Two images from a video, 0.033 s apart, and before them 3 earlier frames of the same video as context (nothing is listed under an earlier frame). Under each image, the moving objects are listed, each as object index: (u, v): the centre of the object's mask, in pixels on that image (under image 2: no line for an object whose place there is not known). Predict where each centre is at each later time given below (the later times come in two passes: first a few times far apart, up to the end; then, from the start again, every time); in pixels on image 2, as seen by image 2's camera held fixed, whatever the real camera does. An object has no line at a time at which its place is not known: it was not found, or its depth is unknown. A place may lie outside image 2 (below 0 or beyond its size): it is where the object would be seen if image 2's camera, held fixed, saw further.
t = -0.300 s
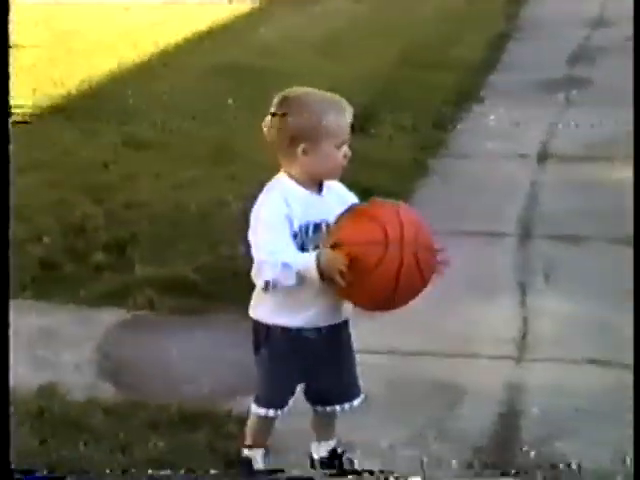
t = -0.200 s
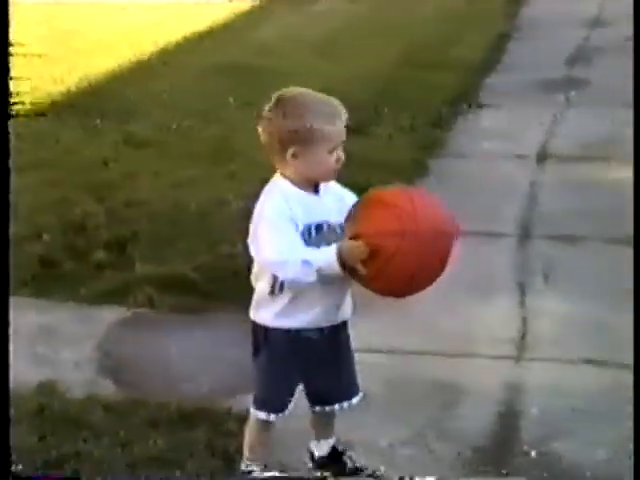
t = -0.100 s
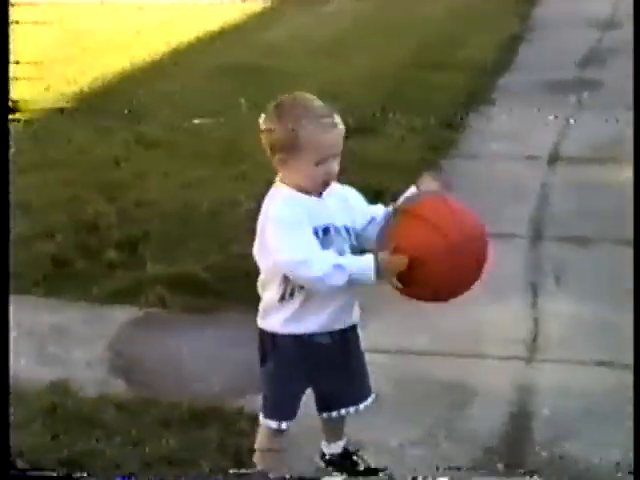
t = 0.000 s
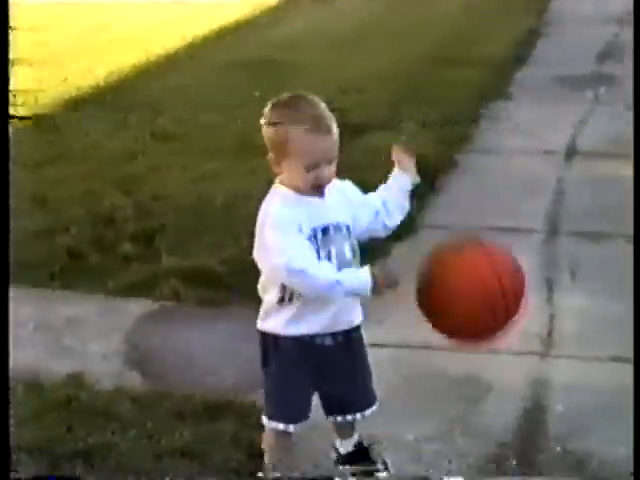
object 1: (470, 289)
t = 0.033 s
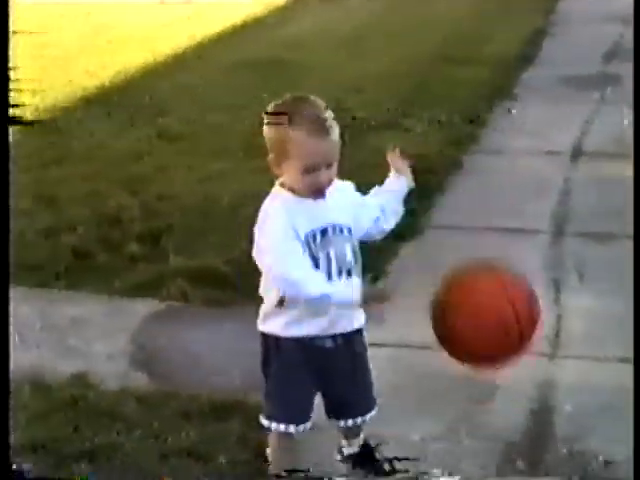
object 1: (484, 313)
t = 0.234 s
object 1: (528, 380)
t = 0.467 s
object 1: (575, 281)
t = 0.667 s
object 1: (611, 373)
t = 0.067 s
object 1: (492, 343)
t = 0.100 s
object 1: (500, 374)
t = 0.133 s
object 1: (506, 414)
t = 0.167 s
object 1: (514, 440)
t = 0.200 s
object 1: (521, 412)
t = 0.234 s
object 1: (528, 380)
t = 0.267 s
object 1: (535, 353)
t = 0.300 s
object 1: (541, 330)
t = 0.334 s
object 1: (548, 311)
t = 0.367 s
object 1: (555, 297)
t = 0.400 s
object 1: (560, 286)
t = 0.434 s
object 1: (568, 282)
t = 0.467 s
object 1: (575, 281)
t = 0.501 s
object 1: (580, 284)
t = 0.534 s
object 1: (587, 295)
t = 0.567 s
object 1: (595, 308)
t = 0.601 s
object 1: (600, 325)
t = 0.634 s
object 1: (605, 347)
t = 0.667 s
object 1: (611, 373)
